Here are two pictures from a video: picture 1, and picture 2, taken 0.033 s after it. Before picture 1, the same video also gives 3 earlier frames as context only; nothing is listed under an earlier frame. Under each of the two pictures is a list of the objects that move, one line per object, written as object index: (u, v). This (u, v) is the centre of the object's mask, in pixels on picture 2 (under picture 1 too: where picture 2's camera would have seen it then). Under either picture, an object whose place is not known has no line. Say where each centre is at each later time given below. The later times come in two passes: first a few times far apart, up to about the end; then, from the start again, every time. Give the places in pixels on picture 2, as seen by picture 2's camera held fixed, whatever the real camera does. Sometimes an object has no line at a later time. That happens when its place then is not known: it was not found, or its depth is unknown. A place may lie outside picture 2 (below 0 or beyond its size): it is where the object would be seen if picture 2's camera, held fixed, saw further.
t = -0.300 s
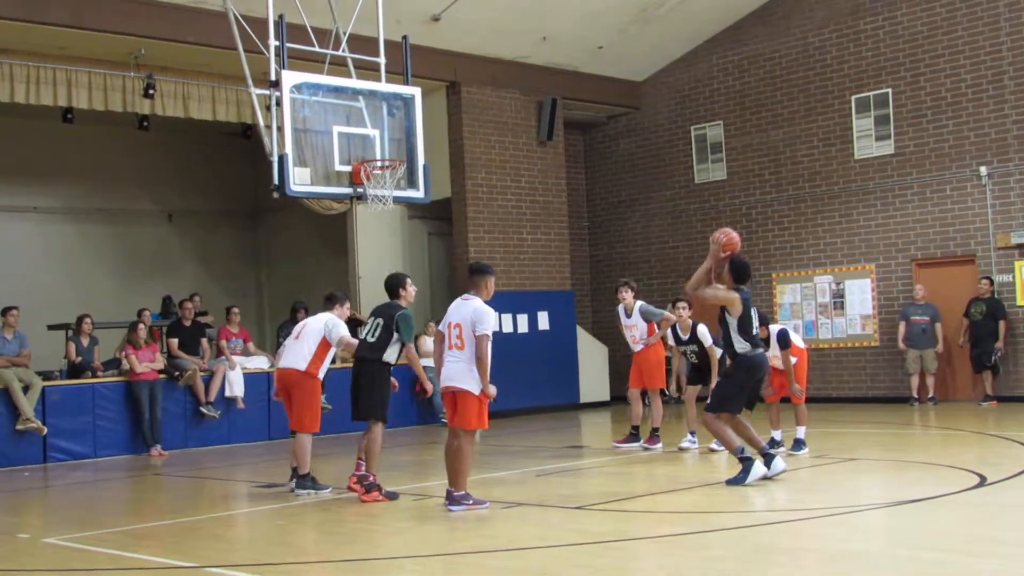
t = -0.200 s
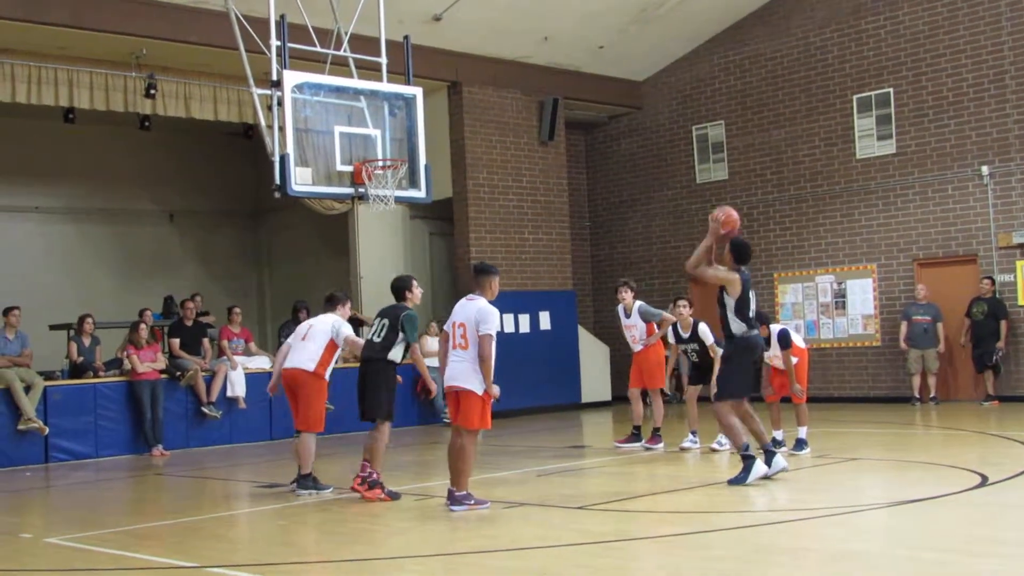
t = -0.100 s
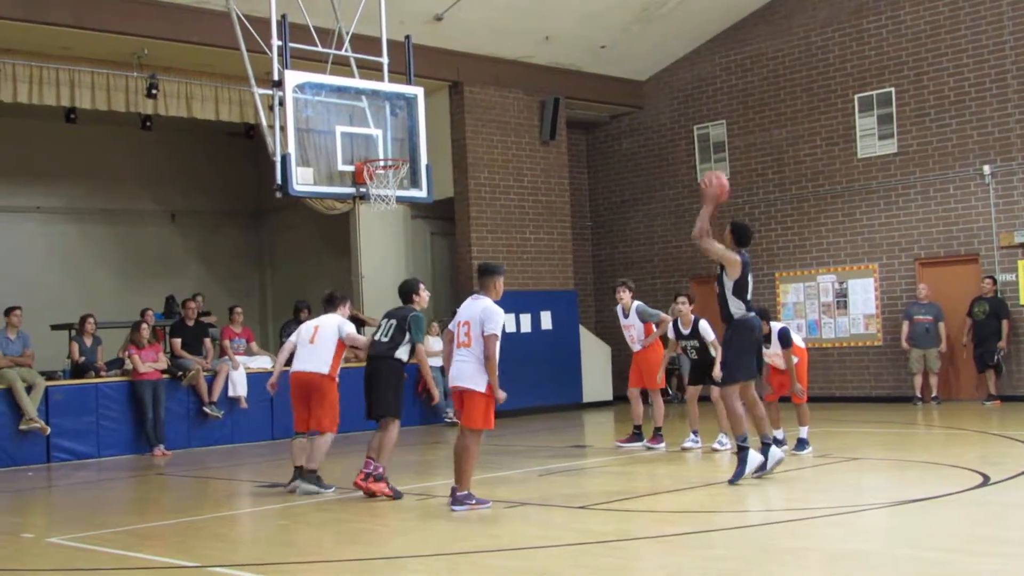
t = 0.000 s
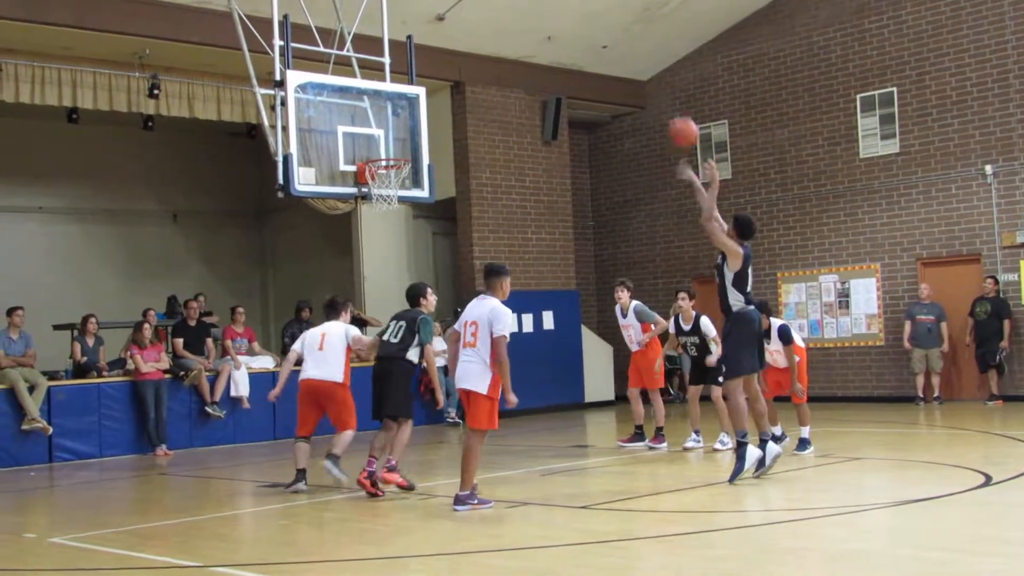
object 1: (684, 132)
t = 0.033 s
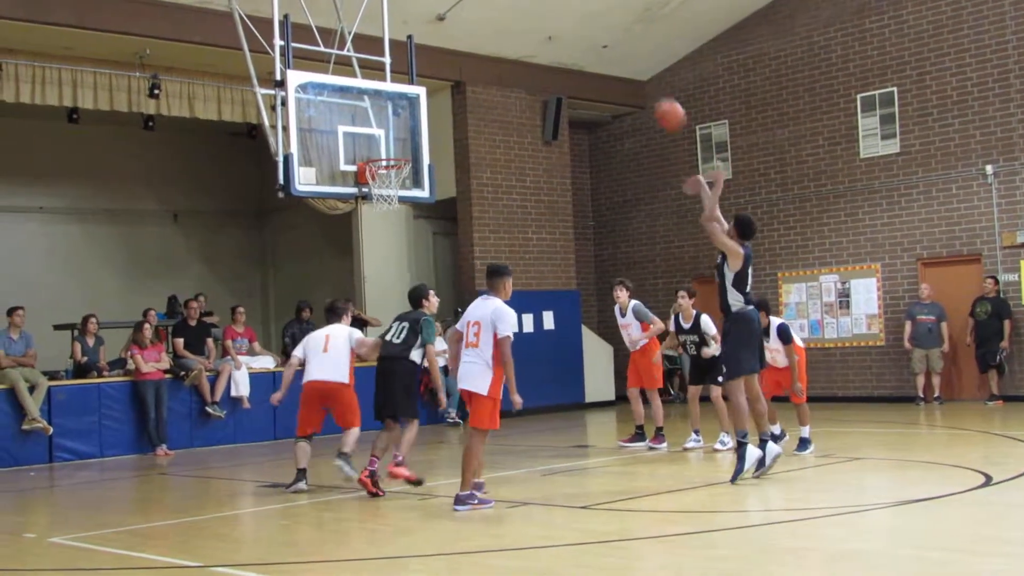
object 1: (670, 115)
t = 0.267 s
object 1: (576, 34)
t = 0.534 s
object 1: (489, 23)
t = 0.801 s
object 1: (418, 72)
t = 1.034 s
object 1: (367, 145)
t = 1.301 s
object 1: (370, 87)
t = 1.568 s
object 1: (378, 101)
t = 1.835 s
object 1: (387, 178)
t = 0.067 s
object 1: (655, 98)
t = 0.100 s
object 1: (642, 85)
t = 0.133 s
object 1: (628, 71)
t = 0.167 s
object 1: (615, 59)
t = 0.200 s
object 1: (601, 49)
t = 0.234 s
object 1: (590, 41)
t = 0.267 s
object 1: (576, 34)
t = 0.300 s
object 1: (565, 27)
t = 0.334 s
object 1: (553, 23)
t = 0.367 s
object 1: (542, 21)
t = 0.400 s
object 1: (531, 20)
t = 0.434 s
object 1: (520, 20)
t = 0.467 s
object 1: (510, 21)
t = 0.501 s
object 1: (500, 22)
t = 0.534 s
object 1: (489, 23)
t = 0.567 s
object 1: (480, 25)
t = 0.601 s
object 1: (470, 28)
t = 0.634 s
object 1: (460, 31)
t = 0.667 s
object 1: (452, 37)
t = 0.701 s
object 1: (442, 44)
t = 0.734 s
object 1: (436, 48)
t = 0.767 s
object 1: (426, 61)
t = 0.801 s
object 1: (418, 72)
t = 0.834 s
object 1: (409, 83)
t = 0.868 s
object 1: (400, 96)
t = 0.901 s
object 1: (392, 109)
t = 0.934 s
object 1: (385, 123)
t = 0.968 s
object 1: (376, 138)
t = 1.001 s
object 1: (368, 151)
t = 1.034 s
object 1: (367, 145)
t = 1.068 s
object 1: (366, 132)
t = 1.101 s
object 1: (365, 120)
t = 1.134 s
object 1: (367, 112)
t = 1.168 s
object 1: (367, 104)
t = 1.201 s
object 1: (368, 99)
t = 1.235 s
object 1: (369, 94)
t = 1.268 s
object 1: (370, 90)
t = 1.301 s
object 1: (370, 87)
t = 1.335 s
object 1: (371, 85)
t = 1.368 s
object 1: (372, 85)
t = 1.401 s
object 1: (373, 85)
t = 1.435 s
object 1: (374, 86)
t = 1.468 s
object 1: (374, 88)
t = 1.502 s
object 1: (375, 91)
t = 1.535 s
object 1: (377, 96)
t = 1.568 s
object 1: (378, 101)
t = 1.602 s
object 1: (379, 107)
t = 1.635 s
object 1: (381, 115)
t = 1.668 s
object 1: (382, 123)
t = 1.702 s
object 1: (384, 132)
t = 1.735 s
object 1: (385, 143)
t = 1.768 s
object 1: (387, 154)
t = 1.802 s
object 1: (387, 167)
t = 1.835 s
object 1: (387, 178)
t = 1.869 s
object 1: (392, 195)
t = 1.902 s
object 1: (392, 212)
